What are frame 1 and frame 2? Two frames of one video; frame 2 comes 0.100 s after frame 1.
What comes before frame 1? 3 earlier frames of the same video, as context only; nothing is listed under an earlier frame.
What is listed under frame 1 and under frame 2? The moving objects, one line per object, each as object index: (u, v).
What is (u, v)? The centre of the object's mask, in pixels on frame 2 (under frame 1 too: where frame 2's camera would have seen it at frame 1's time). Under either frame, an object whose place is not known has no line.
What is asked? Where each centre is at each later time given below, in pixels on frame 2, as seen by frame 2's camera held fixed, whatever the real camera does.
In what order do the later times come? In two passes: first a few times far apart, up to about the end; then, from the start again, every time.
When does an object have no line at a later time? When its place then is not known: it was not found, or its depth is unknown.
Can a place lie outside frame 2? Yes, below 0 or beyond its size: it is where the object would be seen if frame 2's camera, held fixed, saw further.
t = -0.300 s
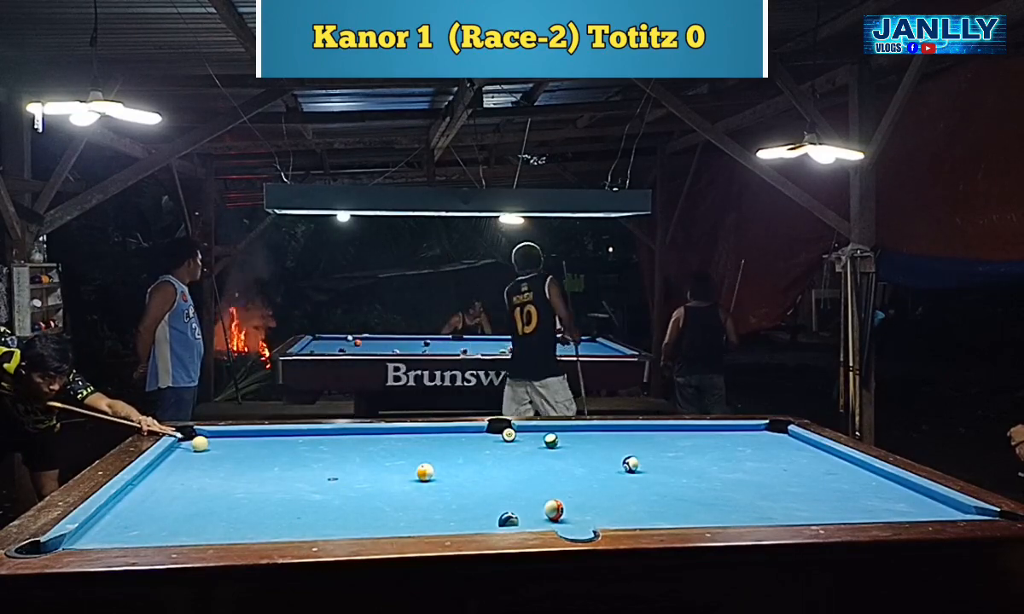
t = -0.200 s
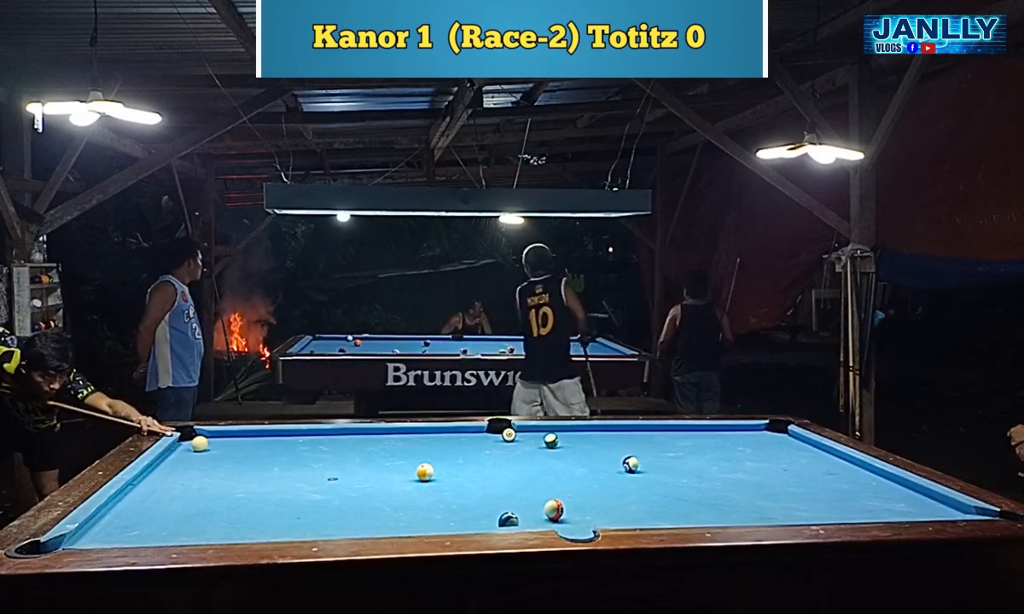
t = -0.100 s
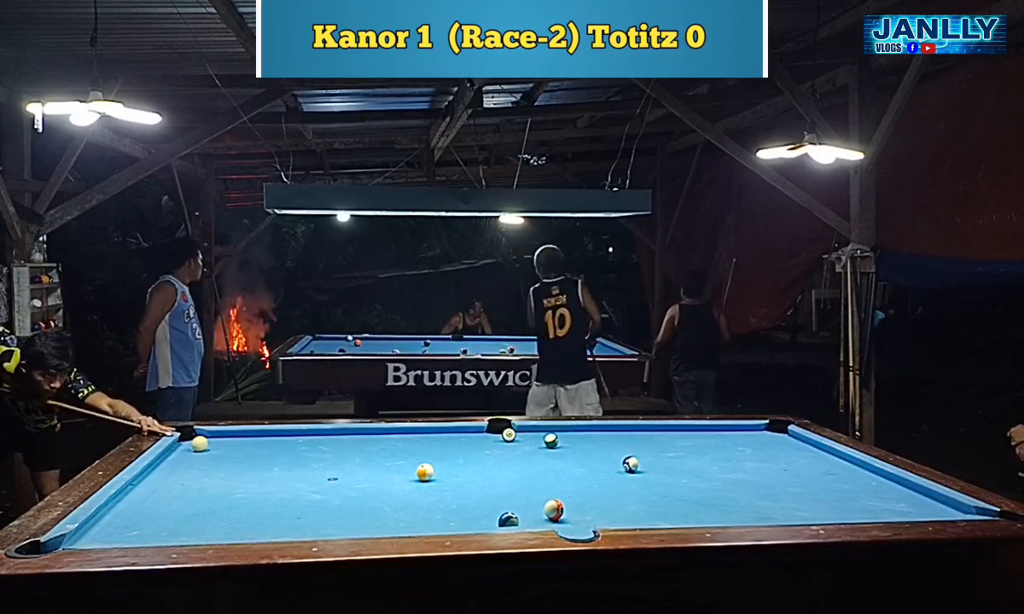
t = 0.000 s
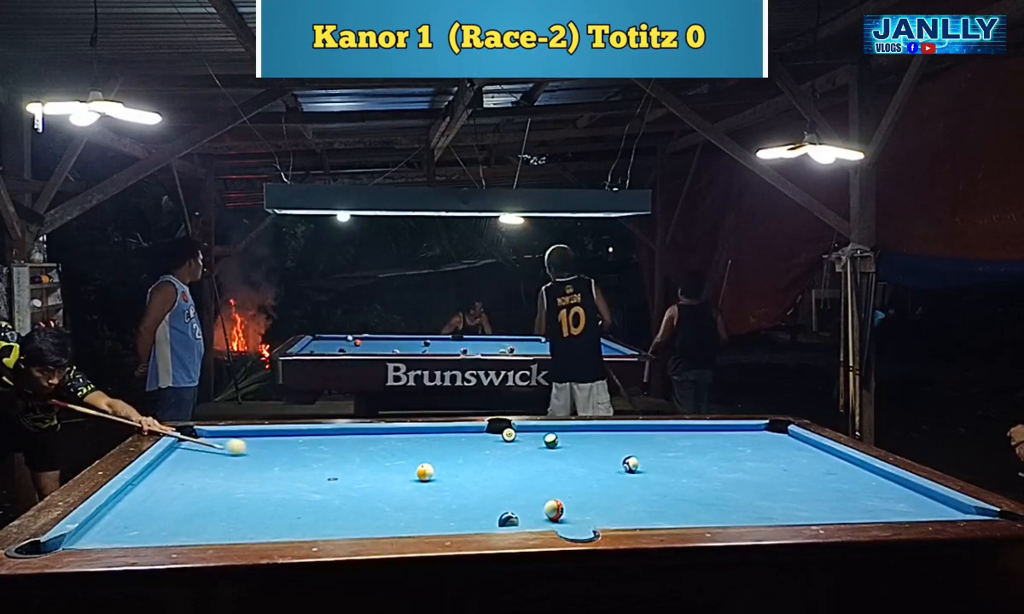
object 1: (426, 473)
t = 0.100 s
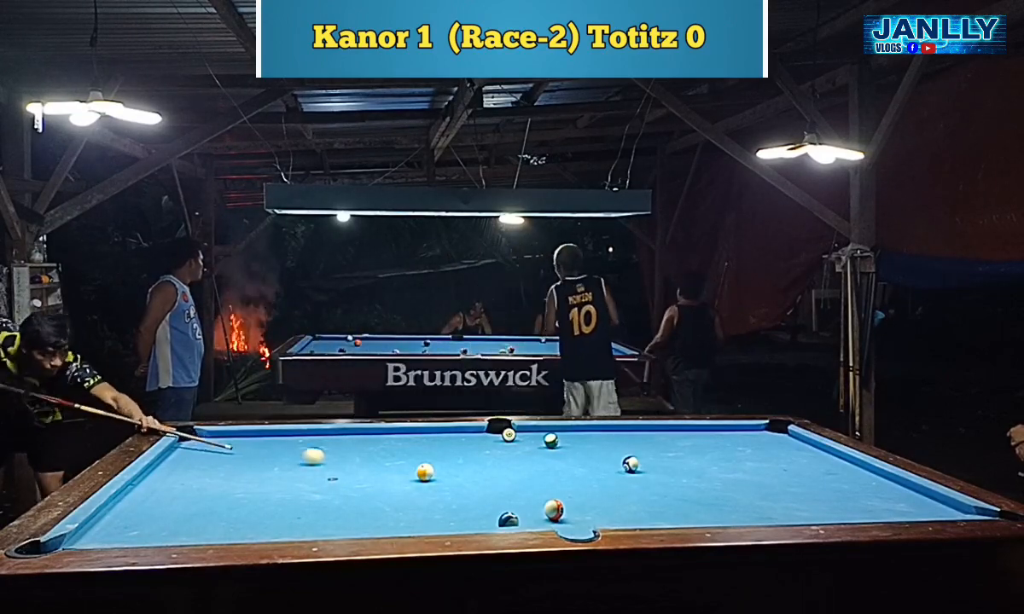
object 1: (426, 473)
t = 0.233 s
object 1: (428, 474)
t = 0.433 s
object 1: (511, 504)
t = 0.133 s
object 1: (426, 473)
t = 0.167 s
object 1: (426, 473)
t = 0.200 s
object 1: (426, 473)
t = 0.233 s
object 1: (428, 474)
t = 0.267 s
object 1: (440, 478)
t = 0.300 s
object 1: (454, 484)
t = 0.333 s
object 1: (469, 489)
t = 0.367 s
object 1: (483, 495)
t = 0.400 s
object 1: (497, 500)
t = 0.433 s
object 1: (511, 504)
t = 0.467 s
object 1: (527, 512)
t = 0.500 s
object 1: (539, 516)
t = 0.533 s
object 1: (554, 520)
